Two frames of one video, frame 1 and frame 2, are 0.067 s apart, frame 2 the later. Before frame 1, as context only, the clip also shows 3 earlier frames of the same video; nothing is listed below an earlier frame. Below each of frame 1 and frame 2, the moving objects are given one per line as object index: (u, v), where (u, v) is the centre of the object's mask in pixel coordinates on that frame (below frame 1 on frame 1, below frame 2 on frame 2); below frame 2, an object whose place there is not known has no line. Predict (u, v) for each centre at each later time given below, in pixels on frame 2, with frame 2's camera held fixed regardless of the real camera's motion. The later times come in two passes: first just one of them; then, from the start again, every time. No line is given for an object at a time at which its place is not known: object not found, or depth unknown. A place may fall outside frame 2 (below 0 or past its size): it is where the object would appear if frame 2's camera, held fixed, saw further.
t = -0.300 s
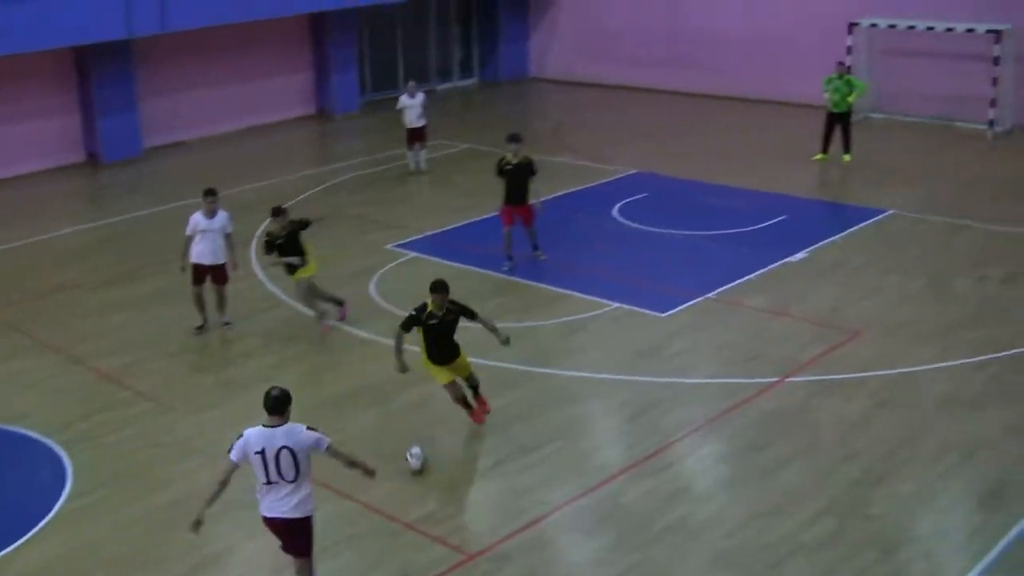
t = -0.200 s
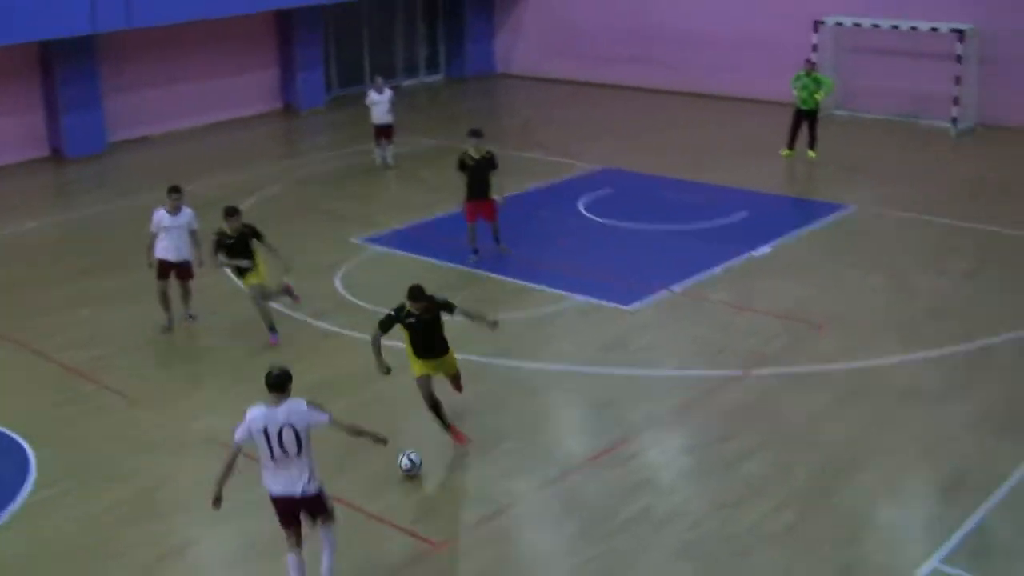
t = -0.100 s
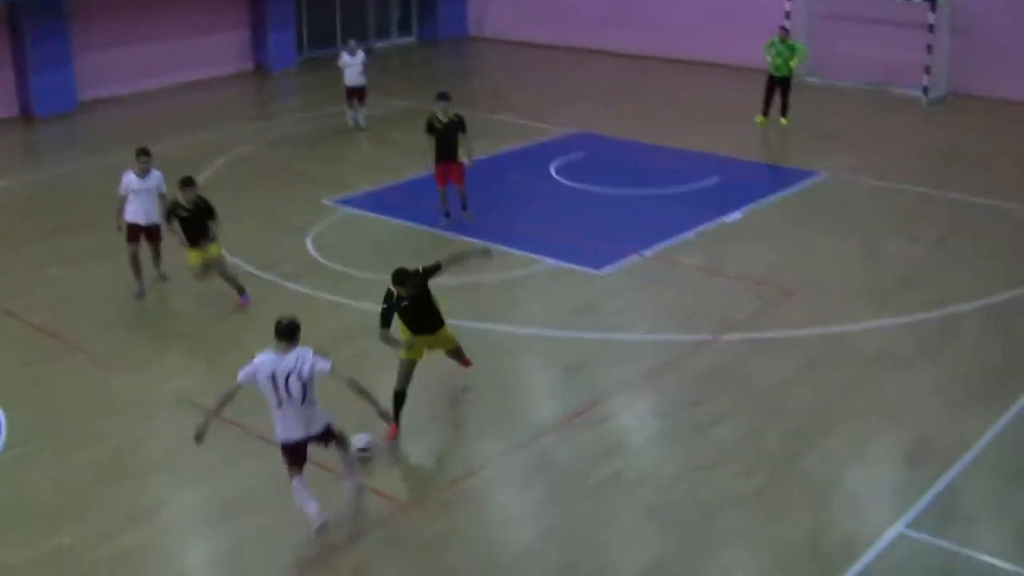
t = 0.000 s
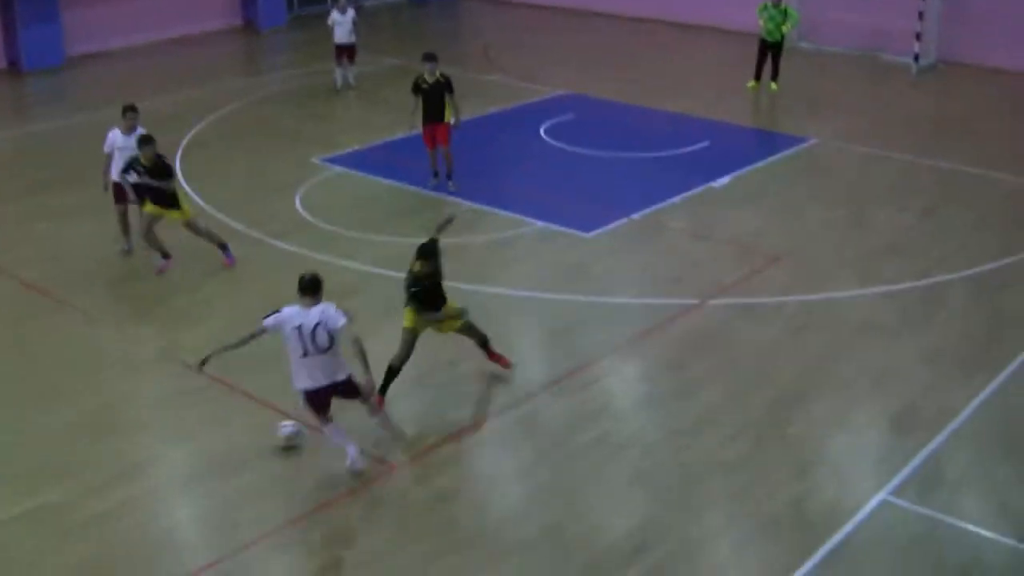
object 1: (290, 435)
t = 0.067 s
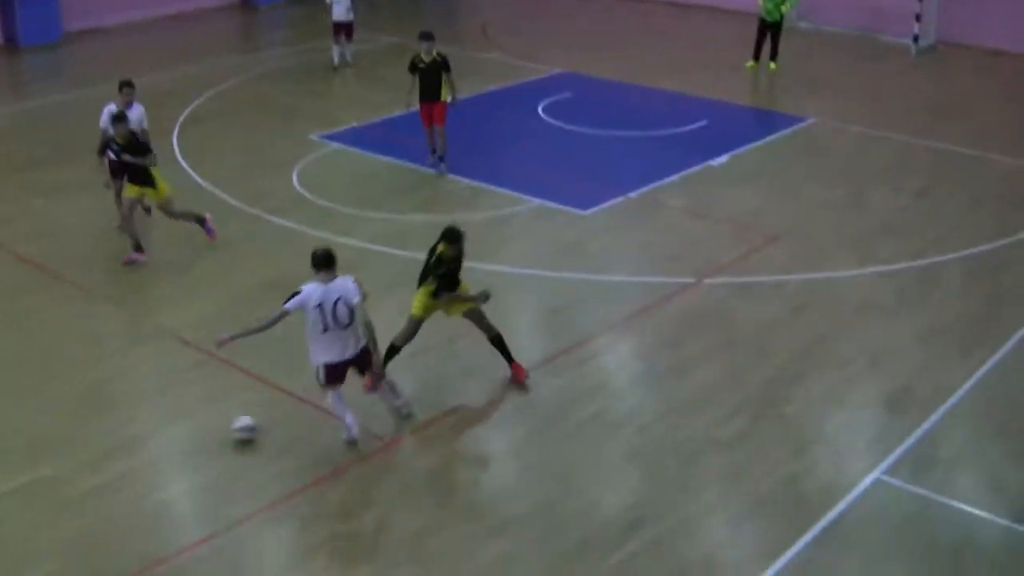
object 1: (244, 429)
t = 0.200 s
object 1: (164, 469)
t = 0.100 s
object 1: (223, 440)
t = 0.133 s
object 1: (204, 449)
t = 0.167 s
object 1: (182, 459)
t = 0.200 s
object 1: (164, 469)
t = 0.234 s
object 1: (144, 478)
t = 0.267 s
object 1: (123, 488)
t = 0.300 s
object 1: (103, 498)
